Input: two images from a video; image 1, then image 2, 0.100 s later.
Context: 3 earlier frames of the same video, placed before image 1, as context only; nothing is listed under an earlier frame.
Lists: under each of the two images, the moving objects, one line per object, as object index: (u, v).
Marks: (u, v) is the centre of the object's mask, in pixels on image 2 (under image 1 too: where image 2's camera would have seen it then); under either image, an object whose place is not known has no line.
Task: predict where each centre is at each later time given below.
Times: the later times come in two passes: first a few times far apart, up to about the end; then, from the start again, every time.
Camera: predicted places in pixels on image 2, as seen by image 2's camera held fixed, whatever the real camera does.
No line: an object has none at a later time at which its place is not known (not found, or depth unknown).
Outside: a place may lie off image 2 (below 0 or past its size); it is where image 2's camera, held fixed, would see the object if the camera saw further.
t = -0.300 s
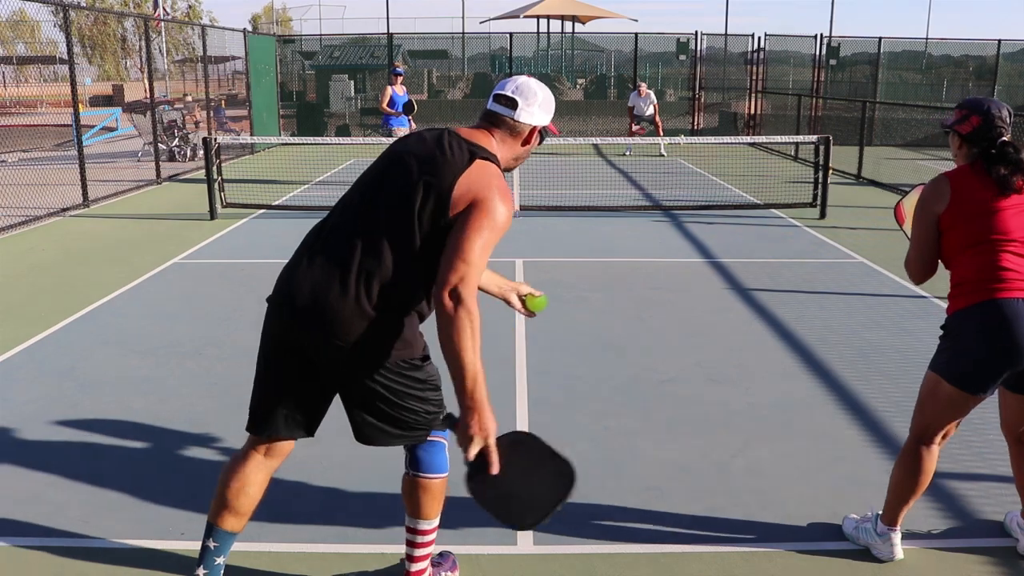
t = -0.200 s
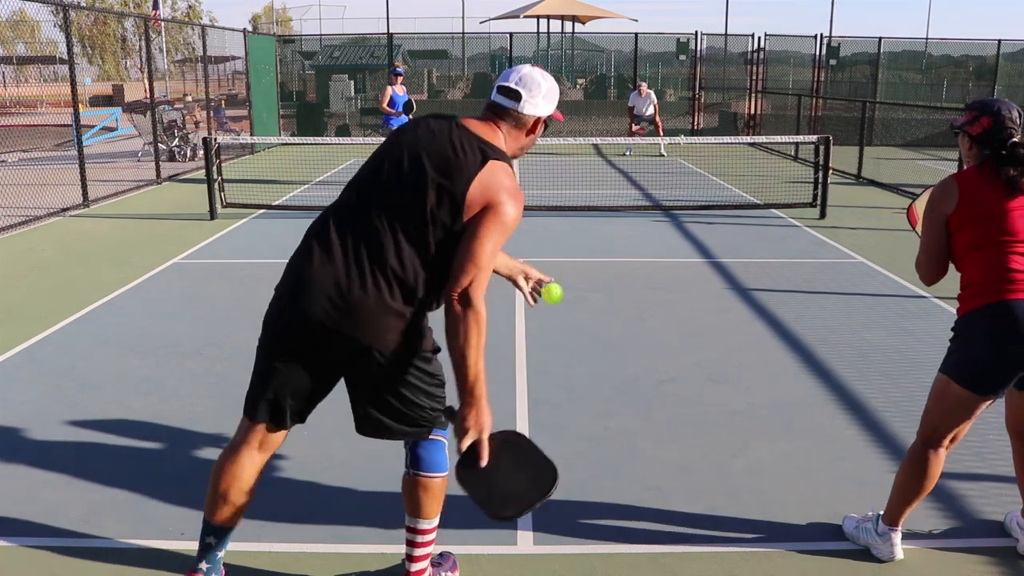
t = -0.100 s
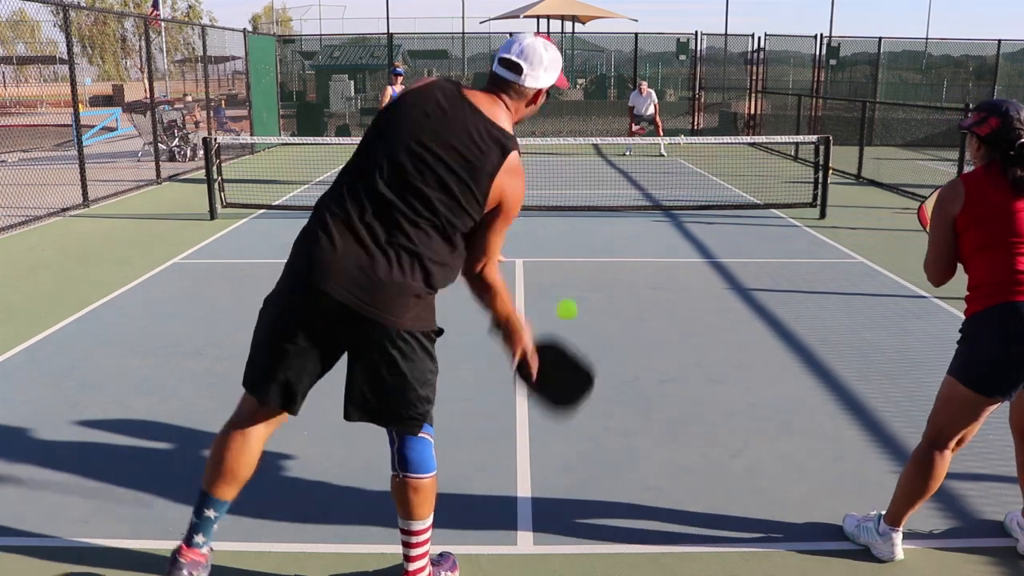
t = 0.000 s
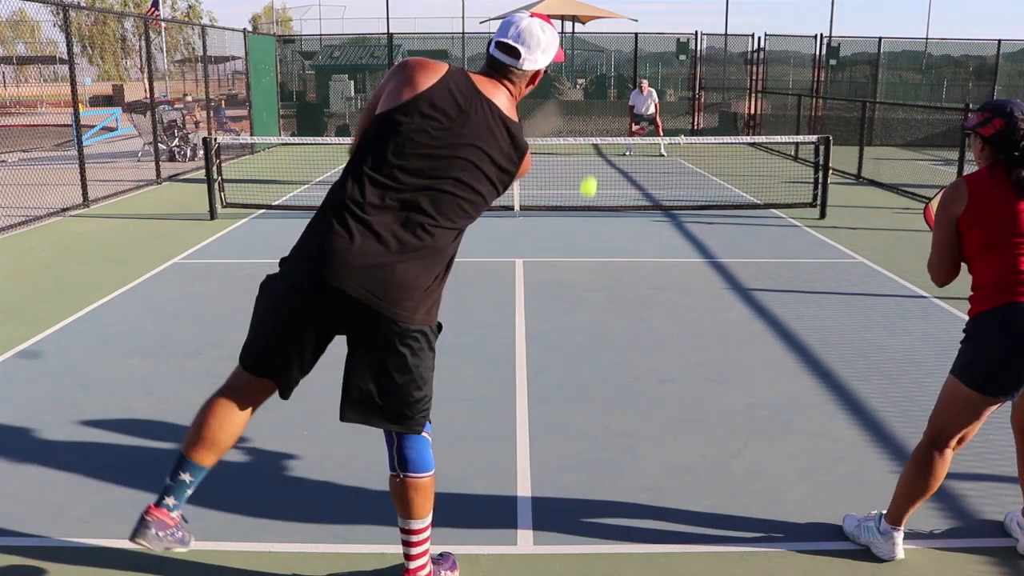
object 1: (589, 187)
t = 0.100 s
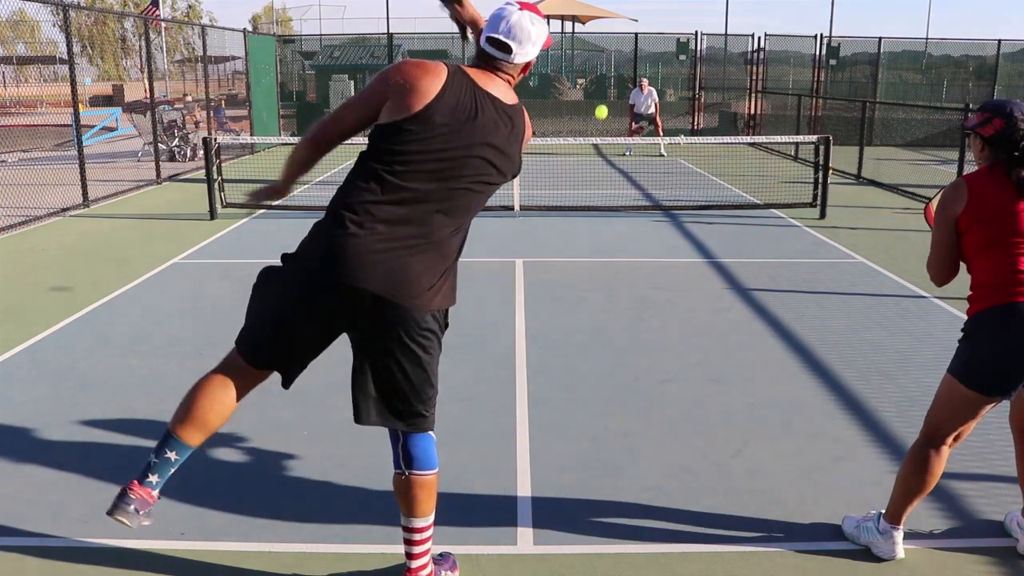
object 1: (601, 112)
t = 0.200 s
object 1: (608, 84)
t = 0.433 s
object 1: (617, 90)
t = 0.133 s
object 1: (604, 99)
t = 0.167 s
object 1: (607, 90)
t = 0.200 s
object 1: (608, 84)
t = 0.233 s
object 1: (610, 80)
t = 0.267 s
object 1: (612, 79)
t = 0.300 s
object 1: (613, 79)
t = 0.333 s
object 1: (614, 80)
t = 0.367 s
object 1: (615, 82)
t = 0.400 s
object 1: (616, 85)
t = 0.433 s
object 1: (617, 90)
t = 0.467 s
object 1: (618, 94)
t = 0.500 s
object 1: (618, 100)
